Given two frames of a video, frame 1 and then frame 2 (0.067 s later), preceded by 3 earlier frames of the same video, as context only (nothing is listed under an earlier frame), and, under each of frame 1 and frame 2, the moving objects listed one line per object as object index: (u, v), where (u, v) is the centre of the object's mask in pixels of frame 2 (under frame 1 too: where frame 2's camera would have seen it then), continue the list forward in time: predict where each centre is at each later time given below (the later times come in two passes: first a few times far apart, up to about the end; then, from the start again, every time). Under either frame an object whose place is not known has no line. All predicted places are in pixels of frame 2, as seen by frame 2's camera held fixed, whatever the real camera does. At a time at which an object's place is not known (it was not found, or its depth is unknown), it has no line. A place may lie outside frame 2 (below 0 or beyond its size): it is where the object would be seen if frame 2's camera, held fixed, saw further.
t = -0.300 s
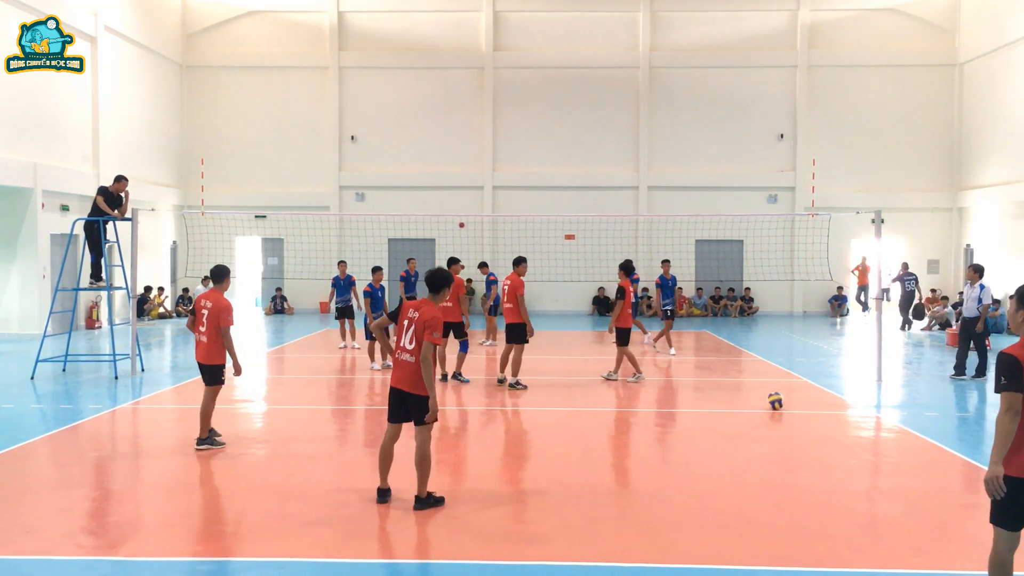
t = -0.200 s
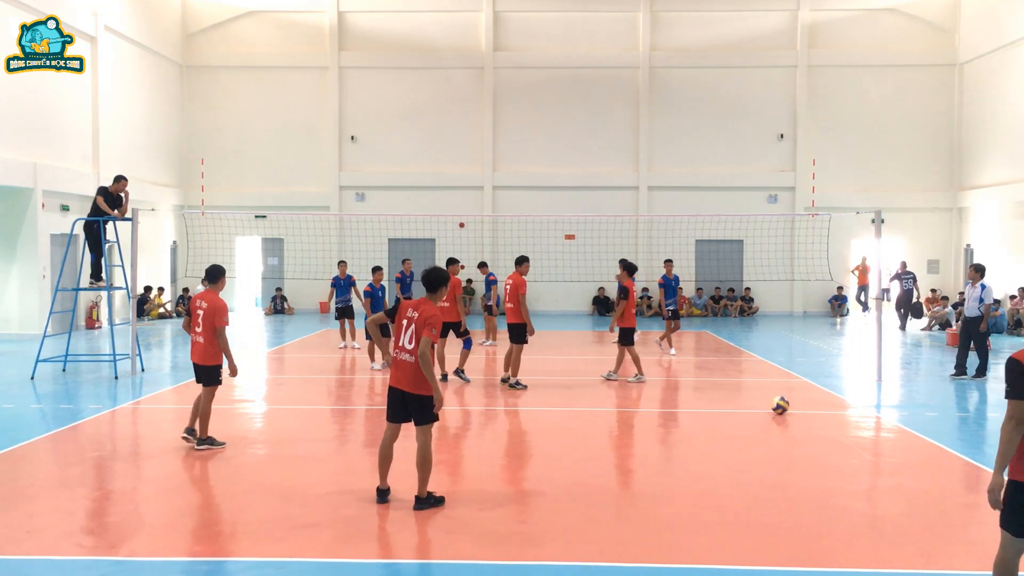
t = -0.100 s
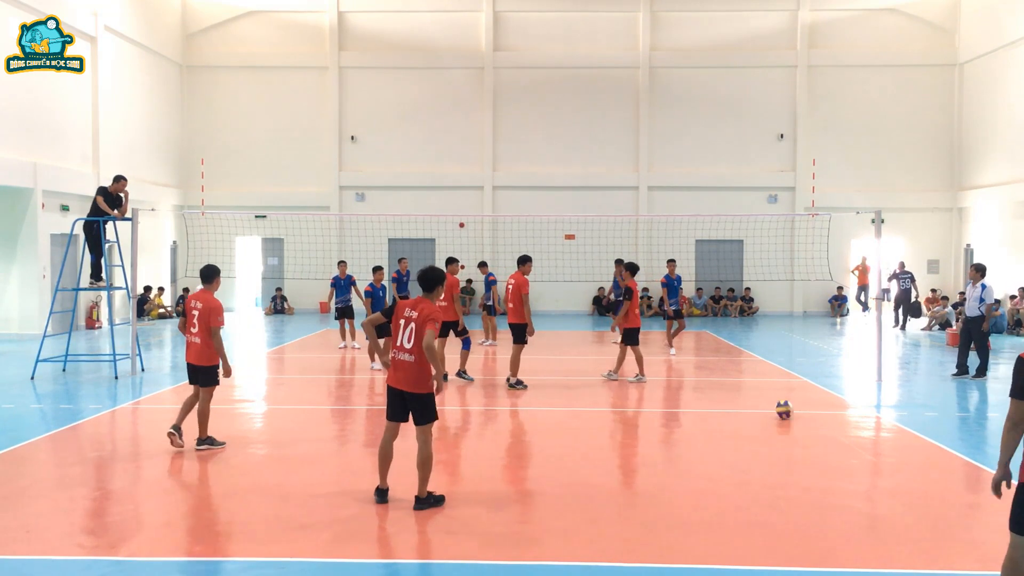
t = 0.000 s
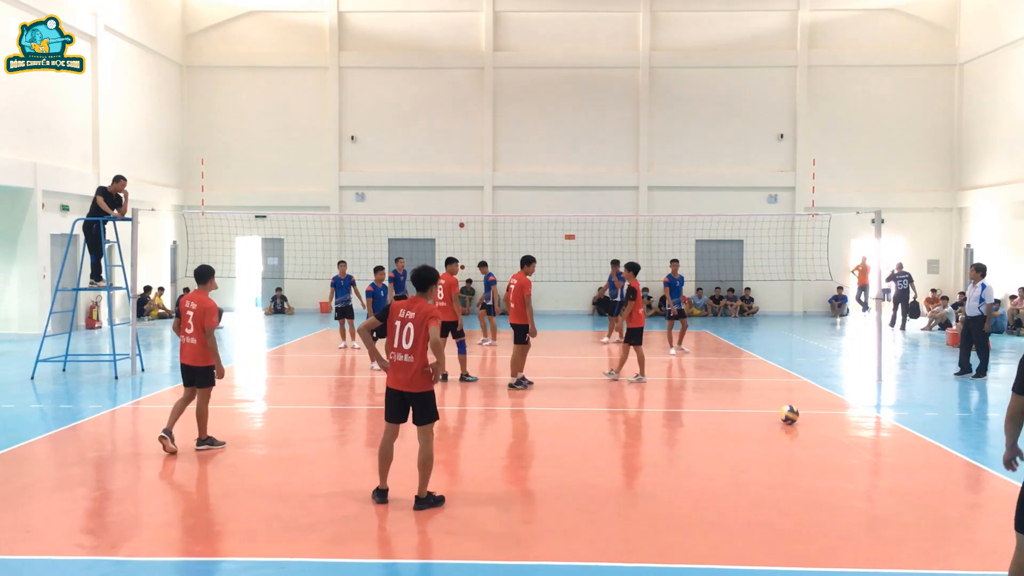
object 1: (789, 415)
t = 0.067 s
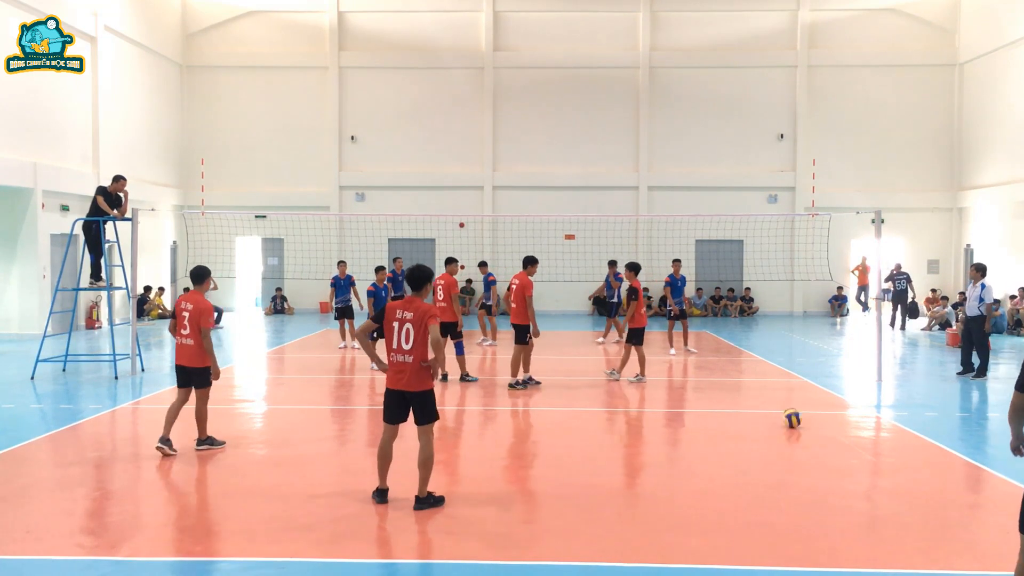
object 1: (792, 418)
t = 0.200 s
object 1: (799, 425)
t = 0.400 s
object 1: (811, 436)
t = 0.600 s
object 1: (823, 449)
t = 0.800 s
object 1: (838, 464)
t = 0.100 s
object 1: (794, 419)
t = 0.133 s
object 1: (796, 421)
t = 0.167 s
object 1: (798, 423)
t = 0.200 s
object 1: (799, 425)
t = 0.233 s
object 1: (801, 426)
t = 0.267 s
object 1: (803, 428)
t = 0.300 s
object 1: (804, 430)
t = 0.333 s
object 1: (807, 432)
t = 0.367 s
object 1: (809, 434)
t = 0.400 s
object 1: (811, 436)
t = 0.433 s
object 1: (812, 438)
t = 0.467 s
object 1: (814, 441)
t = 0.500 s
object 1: (816, 443)
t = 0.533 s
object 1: (819, 445)
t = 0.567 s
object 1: (821, 448)
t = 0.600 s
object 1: (823, 449)
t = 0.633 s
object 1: (825, 451)
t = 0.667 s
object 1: (828, 454)
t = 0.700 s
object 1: (829, 456)
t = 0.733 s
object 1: (833, 459)
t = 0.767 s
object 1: (835, 462)
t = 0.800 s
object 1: (838, 464)
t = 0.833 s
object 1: (840, 466)
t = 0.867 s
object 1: (843, 470)
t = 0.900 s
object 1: (845, 471)
